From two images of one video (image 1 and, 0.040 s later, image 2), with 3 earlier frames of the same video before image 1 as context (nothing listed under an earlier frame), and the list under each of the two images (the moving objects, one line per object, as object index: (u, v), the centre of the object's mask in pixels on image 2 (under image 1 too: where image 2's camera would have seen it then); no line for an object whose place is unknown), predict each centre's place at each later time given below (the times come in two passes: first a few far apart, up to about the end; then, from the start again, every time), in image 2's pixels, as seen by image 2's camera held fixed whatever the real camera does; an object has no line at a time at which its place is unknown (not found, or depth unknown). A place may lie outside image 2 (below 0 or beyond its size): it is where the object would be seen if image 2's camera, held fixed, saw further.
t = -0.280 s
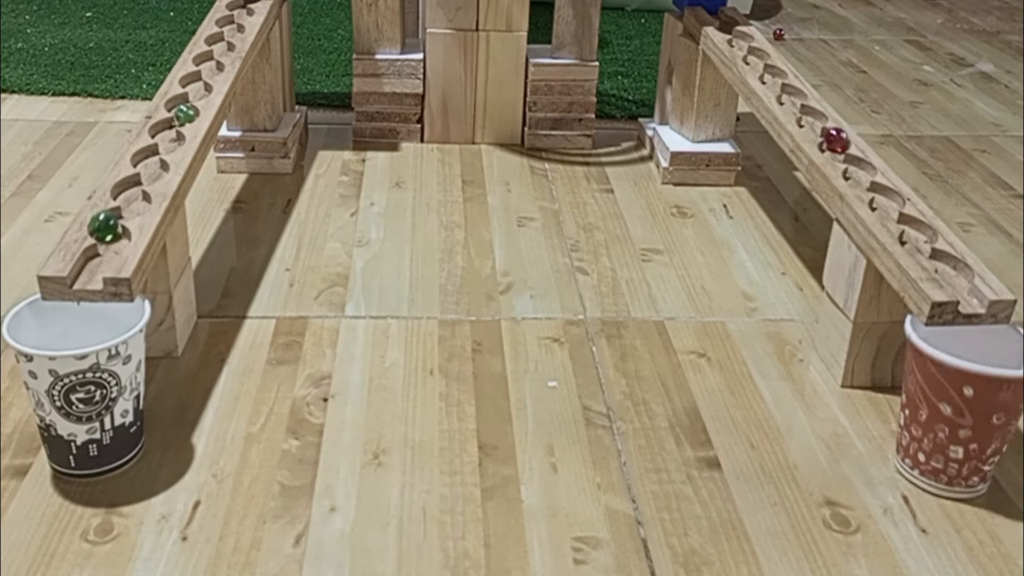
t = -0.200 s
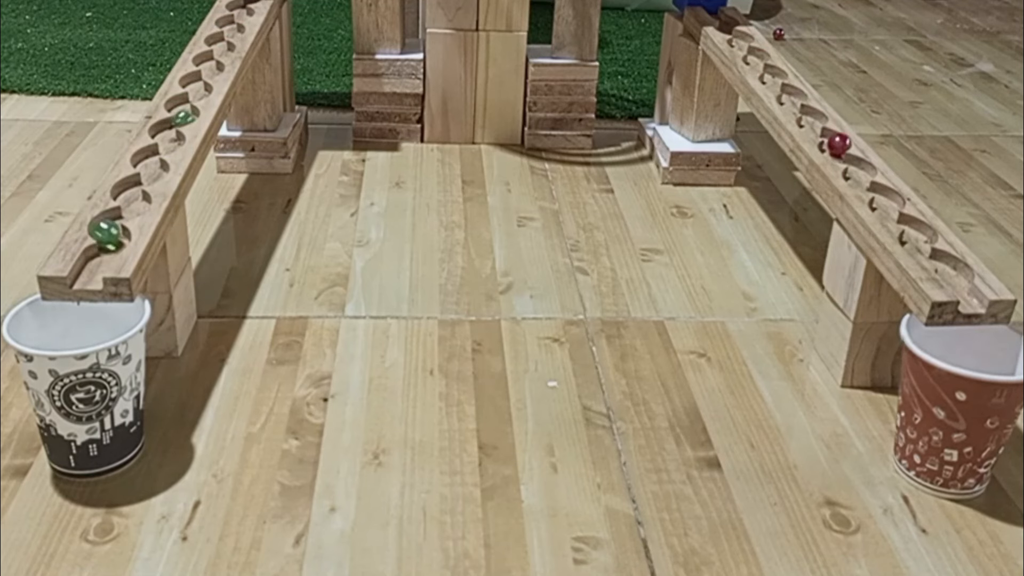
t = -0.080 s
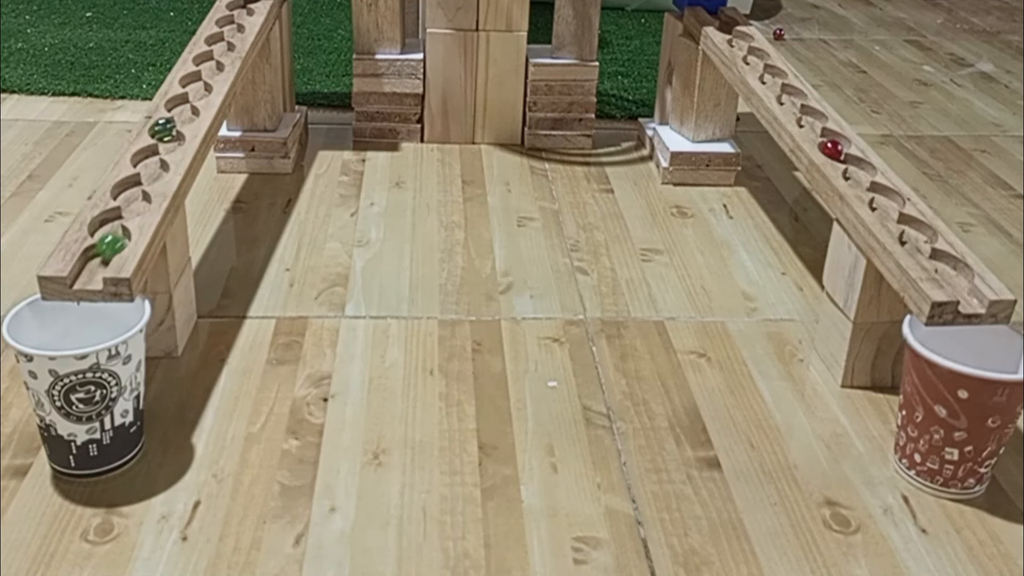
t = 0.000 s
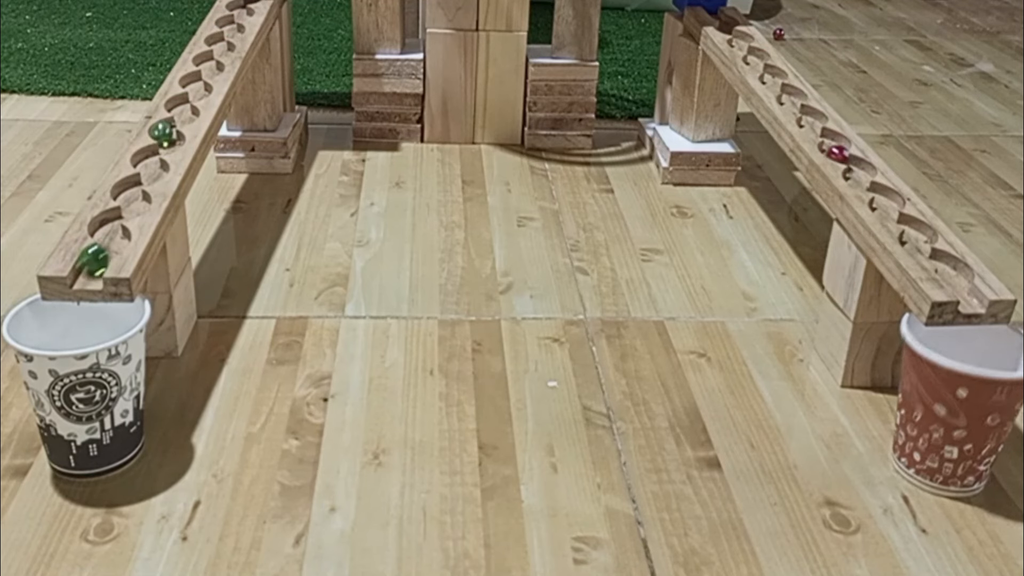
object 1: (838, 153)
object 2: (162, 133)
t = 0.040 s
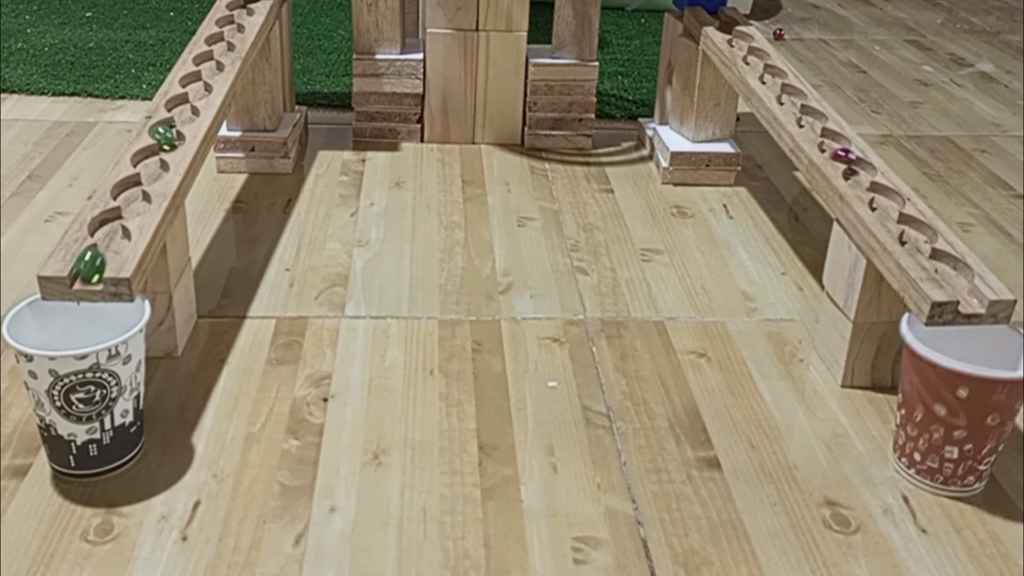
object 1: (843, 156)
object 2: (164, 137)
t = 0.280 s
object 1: (861, 176)
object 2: (155, 153)
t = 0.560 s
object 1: (889, 197)
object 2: (154, 173)
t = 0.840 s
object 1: (893, 214)
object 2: (129, 200)
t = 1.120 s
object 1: (919, 240)
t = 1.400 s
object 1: (957, 271)
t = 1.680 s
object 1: (977, 306)
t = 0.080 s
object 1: (853, 164)
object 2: (169, 140)
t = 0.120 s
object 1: (859, 165)
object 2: (173, 141)
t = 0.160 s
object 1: (862, 168)
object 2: (172, 142)
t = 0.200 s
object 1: (864, 171)
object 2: (169, 145)
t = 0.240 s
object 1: (863, 173)
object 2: (163, 148)
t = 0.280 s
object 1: (861, 176)
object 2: (155, 153)
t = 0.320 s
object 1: (857, 176)
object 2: (147, 158)
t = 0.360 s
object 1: (858, 178)
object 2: (146, 161)
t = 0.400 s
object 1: (861, 181)
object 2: (145, 163)
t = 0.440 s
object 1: (867, 184)
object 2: (146, 165)
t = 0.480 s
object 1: (874, 186)
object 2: (151, 169)
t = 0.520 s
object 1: (882, 187)
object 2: (156, 170)
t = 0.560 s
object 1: (889, 197)
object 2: (154, 173)
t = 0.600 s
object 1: (891, 200)
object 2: (149, 176)
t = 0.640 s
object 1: (891, 203)
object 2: (143, 180)
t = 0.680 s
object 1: (890, 204)
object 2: (134, 186)
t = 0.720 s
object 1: (886, 206)
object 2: (127, 189)
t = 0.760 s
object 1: (885, 208)
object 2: (127, 192)
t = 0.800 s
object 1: (888, 212)
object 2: (127, 195)
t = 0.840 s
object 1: (893, 214)
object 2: (129, 200)
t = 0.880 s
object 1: (901, 217)
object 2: (133, 203)
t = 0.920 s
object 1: (909, 220)
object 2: (137, 203)
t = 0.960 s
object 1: (919, 229)
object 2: (134, 206)
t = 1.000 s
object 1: (922, 233)
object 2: (129, 210)
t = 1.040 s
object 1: (923, 236)
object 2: (120, 214)
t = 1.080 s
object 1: (922, 239)
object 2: (111, 221)
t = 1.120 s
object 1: (919, 240)
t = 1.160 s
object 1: (915, 242)
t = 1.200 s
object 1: (918, 246)
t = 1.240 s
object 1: (923, 249)
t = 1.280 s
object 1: (931, 252)
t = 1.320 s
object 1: (940, 256)
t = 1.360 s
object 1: (951, 265)
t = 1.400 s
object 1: (957, 271)
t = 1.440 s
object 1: (959, 274)
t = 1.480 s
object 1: (959, 278)
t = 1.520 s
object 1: (960, 282)
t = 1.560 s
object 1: (965, 288)
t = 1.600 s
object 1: (969, 293)
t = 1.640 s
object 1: (973, 298)
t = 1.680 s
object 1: (977, 306)
